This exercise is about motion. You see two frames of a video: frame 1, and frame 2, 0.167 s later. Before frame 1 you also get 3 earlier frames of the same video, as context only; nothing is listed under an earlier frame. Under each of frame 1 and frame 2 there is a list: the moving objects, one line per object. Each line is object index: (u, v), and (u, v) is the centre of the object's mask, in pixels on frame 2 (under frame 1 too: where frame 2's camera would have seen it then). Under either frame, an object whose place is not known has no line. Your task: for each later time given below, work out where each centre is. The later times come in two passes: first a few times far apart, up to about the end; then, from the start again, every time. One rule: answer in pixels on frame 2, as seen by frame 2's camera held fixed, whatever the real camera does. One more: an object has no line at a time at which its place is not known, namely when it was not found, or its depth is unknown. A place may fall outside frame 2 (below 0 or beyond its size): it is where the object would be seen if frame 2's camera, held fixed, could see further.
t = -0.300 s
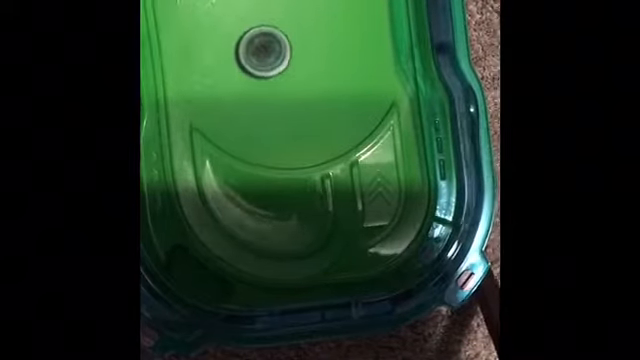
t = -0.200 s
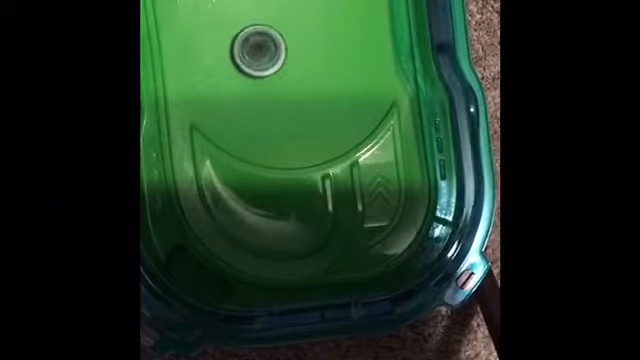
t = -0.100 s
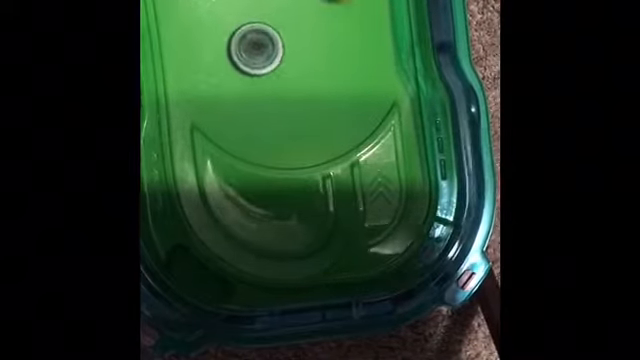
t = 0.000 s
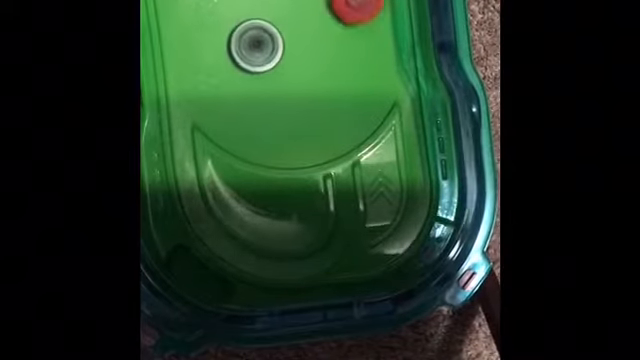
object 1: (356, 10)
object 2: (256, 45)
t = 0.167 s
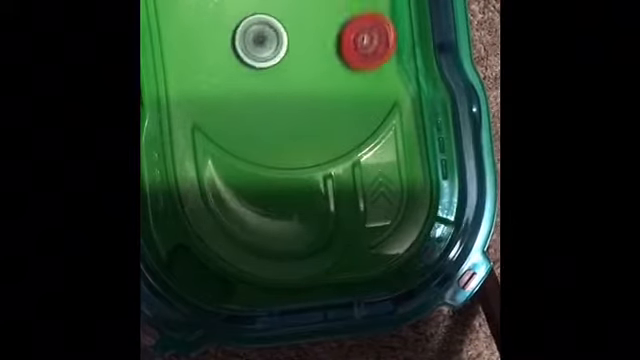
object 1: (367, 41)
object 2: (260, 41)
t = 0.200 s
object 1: (365, 51)
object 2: (262, 40)
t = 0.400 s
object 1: (335, 110)
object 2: (276, 40)
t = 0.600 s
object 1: (289, 140)
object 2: (290, 47)
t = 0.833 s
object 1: (236, 118)
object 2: (296, 61)
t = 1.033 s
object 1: (219, 65)
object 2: (291, 71)
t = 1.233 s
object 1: (237, 16)
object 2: (284, 73)
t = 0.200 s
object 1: (365, 51)
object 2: (262, 40)
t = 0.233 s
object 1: (362, 62)
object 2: (264, 39)
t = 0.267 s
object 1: (358, 73)
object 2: (266, 39)
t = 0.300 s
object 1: (354, 83)
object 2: (268, 38)
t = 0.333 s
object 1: (348, 93)
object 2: (271, 38)
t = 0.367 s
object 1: (342, 102)
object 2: (273, 39)
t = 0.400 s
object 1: (335, 110)
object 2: (276, 40)
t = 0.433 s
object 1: (328, 118)
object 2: (278, 40)
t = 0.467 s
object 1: (320, 125)
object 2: (281, 42)
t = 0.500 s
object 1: (312, 130)
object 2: (283, 43)
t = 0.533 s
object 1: (304, 134)
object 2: (286, 44)
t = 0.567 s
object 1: (296, 137)
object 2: (288, 46)
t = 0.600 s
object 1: (289, 140)
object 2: (290, 47)
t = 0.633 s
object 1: (281, 139)
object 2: (292, 49)
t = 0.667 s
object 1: (271, 139)
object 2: (293, 51)
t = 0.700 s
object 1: (264, 137)
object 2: (294, 53)
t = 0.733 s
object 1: (257, 134)
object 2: (295, 55)
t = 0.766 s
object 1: (250, 130)
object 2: (295, 57)
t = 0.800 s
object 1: (242, 124)
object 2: (296, 60)
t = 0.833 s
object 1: (236, 118)
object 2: (296, 61)
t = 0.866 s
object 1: (232, 111)
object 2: (295, 64)
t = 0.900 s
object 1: (227, 102)
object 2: (295, 66)
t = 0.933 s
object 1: (223, 94)
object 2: (294, 67)
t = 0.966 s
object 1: (221, 85)
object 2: (294, 69)
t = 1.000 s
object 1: (220, 75)
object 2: (293, 70)
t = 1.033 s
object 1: (219, 65)
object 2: (291, 71)
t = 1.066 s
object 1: (219, 55)
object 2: (290, 72)
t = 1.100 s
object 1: (221, 46)
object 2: (289, 73)
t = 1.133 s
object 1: (224, 35)
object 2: (288, 73)
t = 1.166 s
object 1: (227, 26)
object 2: (286, 73)
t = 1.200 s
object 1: (231, 20)
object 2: (285, 73)
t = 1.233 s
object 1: (237, 16)
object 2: (284, 73)
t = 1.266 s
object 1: (244, 11)
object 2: (282, 72)
